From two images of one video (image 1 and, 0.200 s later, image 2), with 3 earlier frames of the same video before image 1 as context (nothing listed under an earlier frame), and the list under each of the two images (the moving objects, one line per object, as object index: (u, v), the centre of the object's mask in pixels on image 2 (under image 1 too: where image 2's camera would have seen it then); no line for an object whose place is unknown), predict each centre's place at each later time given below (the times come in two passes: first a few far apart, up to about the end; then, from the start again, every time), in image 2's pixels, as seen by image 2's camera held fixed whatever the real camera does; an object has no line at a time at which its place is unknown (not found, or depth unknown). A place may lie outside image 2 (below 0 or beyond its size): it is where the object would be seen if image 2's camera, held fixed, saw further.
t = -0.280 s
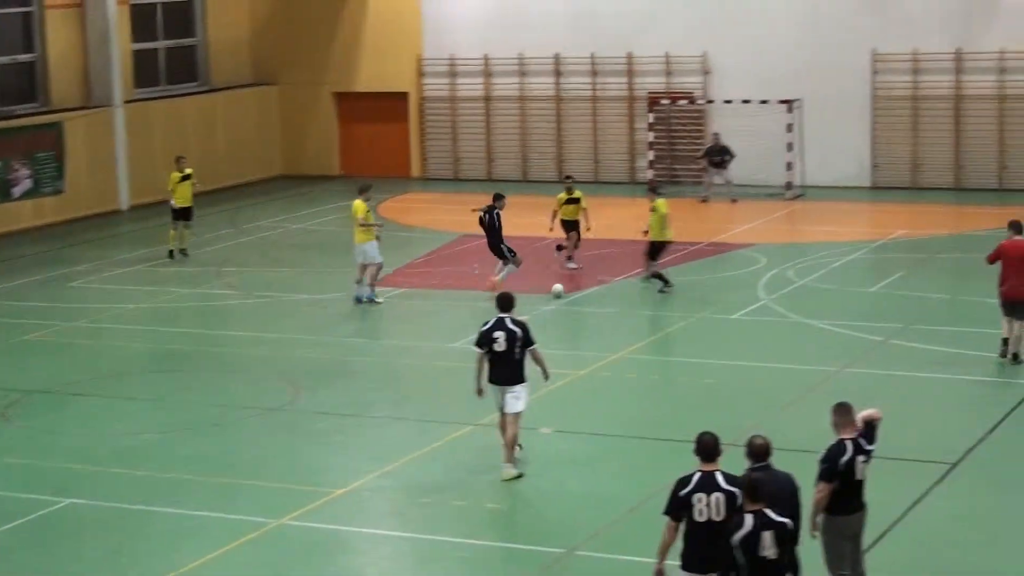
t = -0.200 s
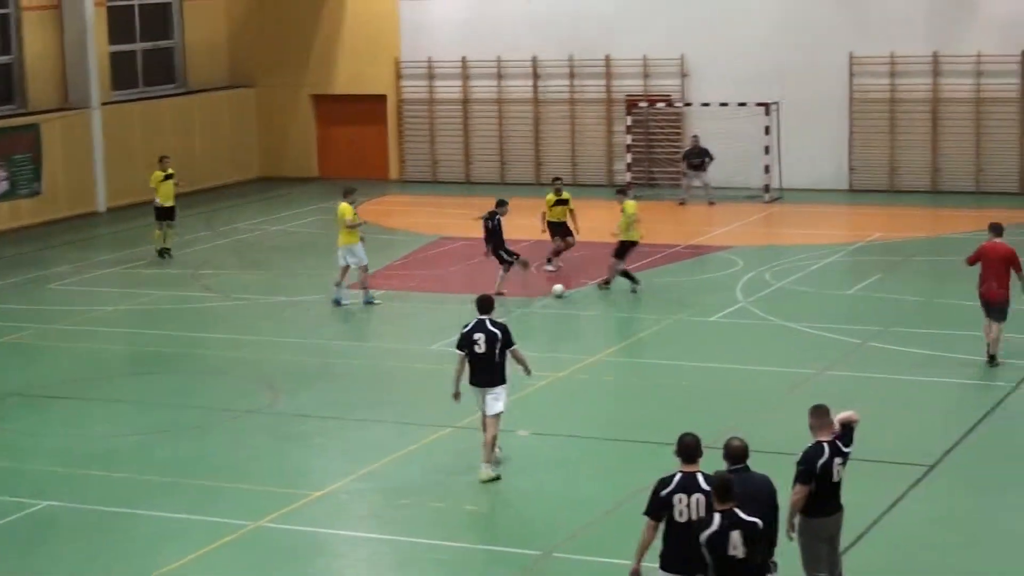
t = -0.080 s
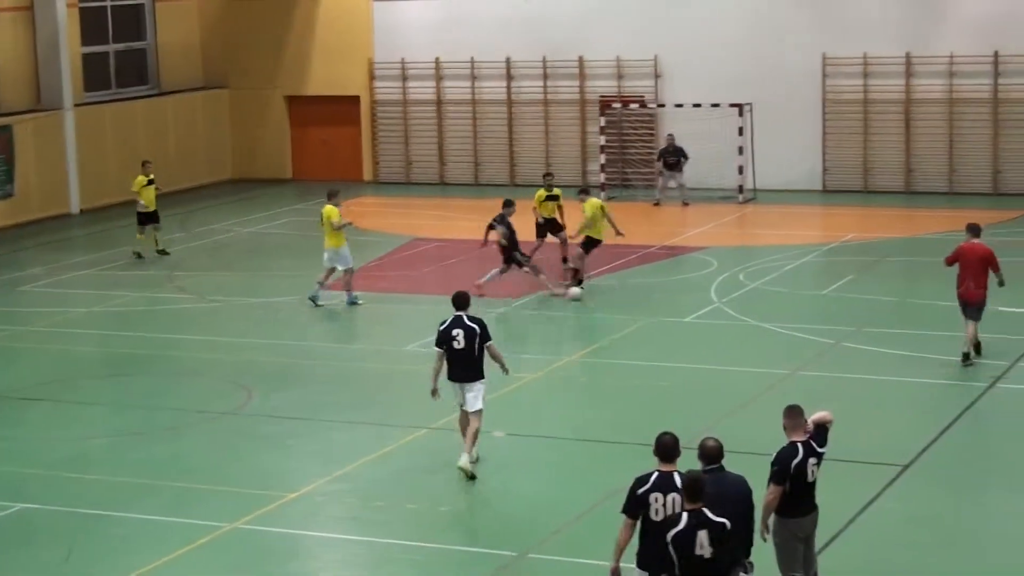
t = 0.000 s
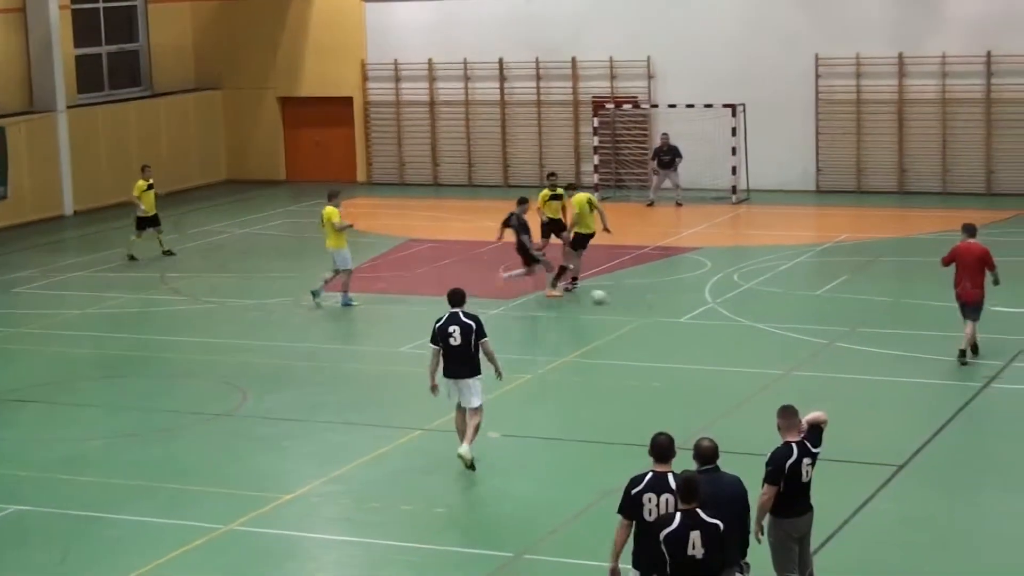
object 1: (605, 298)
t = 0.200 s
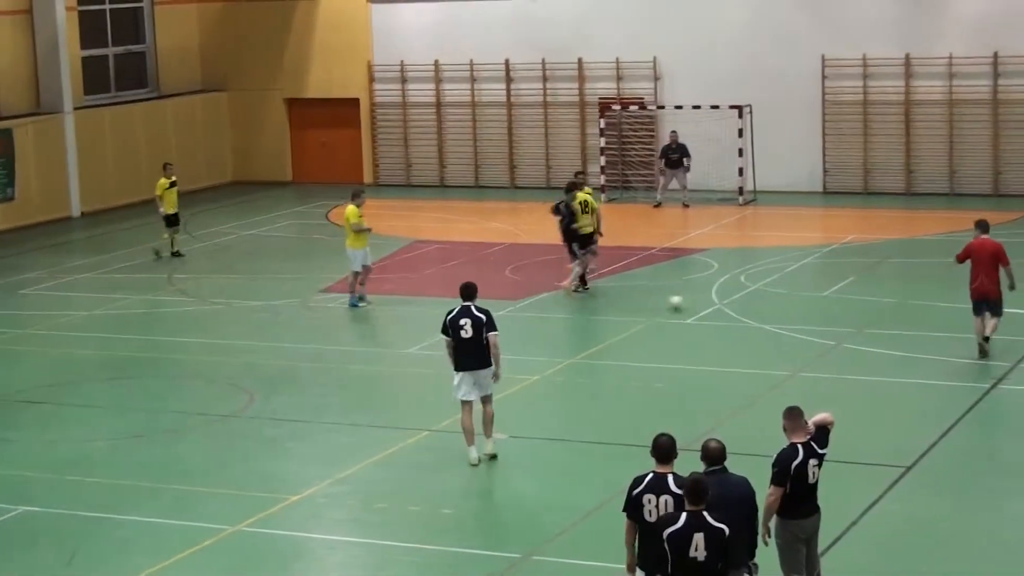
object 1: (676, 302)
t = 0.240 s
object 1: (690, 302)
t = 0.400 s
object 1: (747, 307)
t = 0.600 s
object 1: (818, 313)
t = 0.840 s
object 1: (907, 320)
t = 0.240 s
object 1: (690, 302)
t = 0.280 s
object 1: (704, 305)
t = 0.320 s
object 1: (717, 305)
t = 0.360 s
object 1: (730, 305)
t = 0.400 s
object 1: (747, 307)
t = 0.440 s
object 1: (761, 308)
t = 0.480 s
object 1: (775, 310)
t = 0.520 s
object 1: (789, 311)
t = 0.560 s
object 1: (803, 312)
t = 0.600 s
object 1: (818, 313)
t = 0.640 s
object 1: (833, 314)
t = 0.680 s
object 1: (847, 314)
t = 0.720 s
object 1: (862, 316)
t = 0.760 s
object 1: (876, 318)
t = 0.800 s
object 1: (891, 319)
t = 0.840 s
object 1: (907, 320)
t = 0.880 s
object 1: (922, 321)
